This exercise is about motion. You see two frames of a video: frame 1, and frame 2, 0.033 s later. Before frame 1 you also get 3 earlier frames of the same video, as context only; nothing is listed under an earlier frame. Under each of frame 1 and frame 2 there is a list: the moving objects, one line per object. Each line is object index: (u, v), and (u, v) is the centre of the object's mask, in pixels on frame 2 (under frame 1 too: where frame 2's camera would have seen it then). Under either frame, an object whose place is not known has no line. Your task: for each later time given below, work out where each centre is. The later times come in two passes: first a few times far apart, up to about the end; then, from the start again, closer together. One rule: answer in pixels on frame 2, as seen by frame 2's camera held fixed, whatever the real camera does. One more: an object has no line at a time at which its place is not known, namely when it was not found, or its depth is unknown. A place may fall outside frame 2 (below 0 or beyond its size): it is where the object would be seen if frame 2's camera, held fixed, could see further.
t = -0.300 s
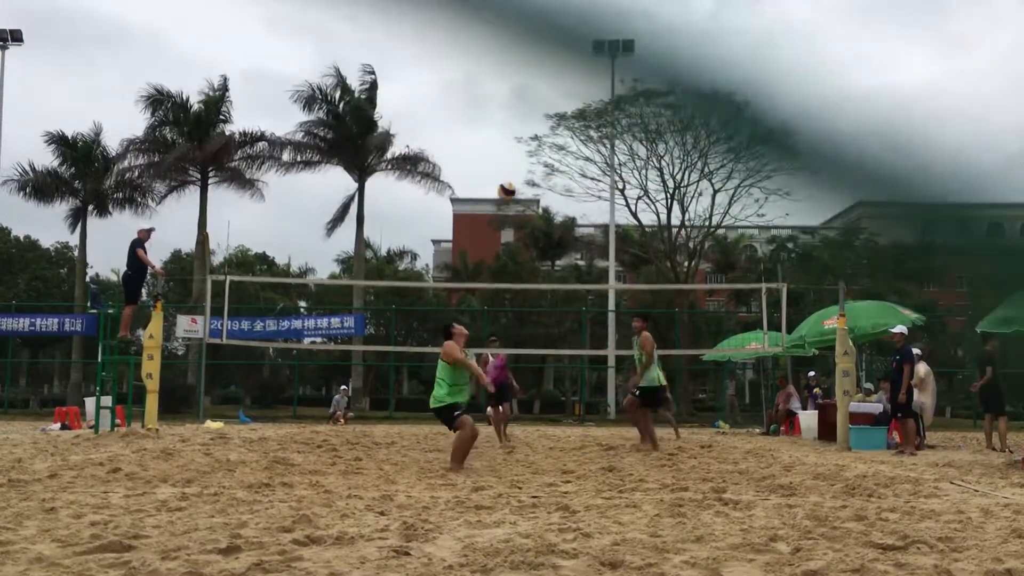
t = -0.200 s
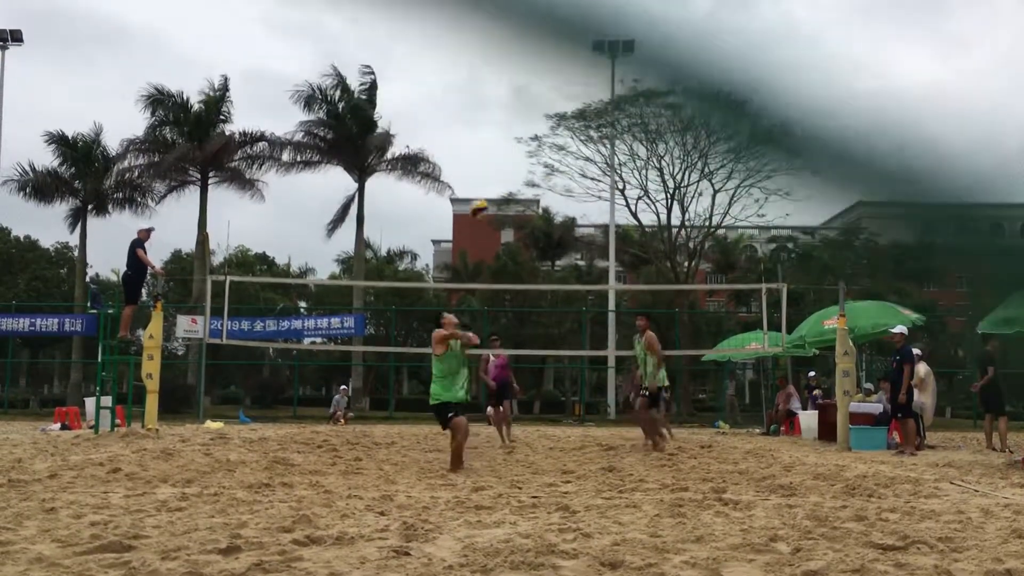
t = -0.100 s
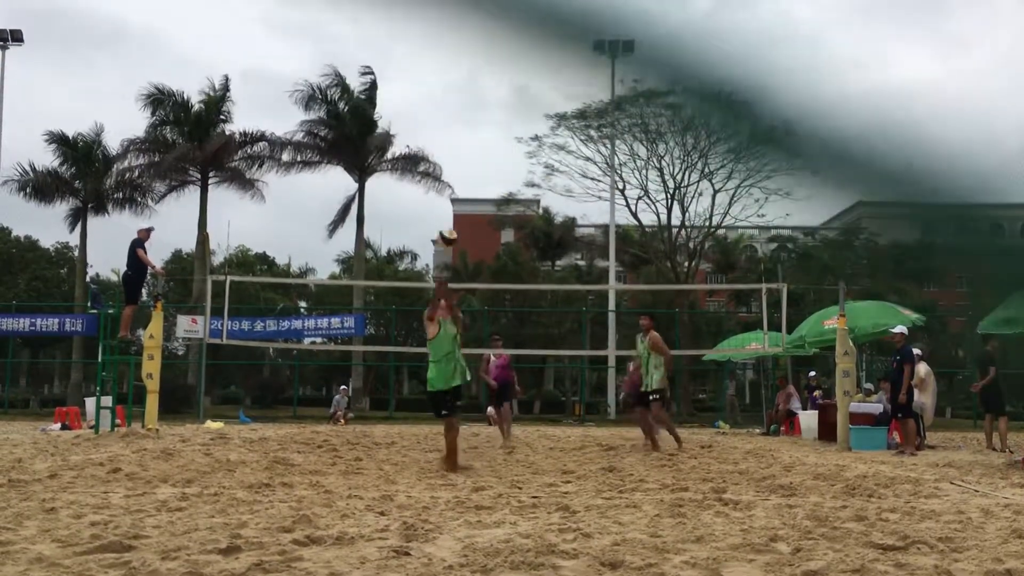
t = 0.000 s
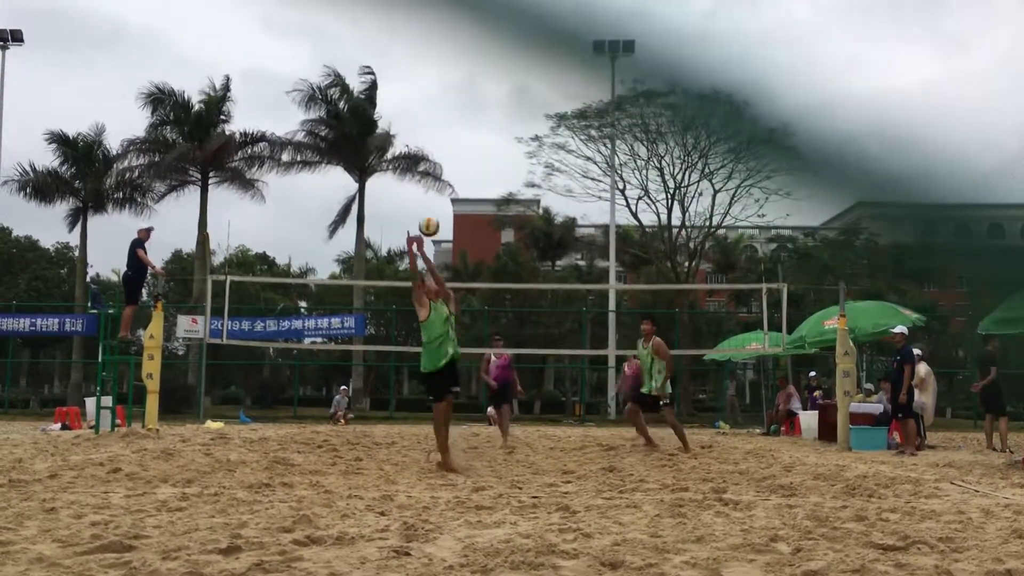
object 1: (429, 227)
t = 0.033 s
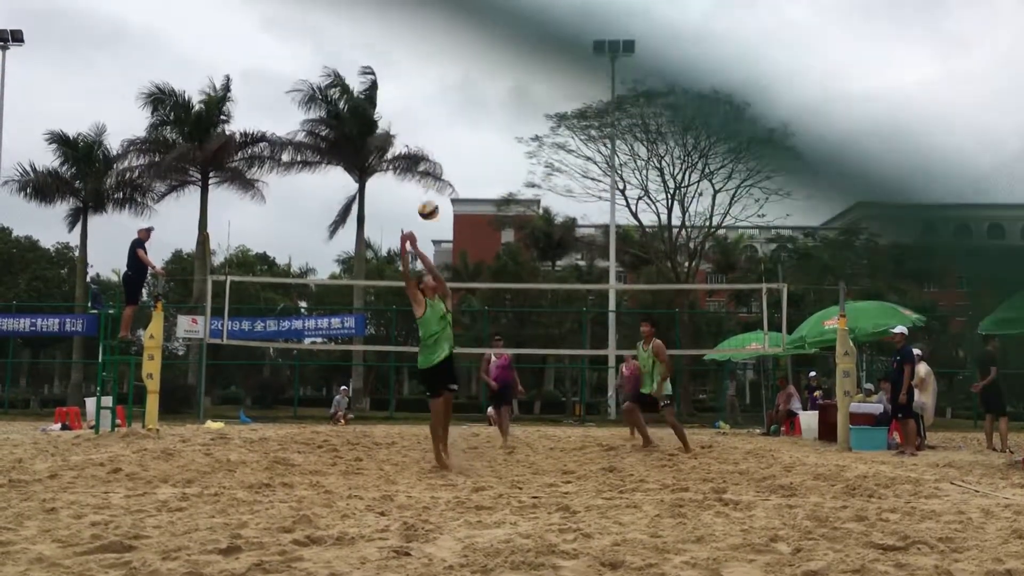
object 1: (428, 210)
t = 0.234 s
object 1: (425, 141)
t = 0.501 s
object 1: (416, 113)
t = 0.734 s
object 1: (407, 135)
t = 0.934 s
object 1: (399, 181)
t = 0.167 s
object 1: (426, 160)
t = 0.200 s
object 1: (425, 149)
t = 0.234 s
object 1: (425, 141)
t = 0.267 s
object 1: (424, 133)
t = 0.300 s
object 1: (423, 127)
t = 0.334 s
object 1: (422, 122)
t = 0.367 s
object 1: (420, 119)
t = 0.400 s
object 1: (419, 116)
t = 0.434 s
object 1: (418, 114)
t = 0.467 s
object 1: (417, 113)
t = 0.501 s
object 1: (416, 113)
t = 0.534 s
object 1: (414, 114)
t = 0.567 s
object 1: (413, 115)
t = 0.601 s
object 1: (412, 118)
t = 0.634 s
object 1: (410, 121)
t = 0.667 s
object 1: (410, 125)
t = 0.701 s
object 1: (408, 130)
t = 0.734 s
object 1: (407, 135)
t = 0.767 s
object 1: (405, 141)
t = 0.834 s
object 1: (404, 155)
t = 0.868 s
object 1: (402, 160)
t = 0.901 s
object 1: (400, 171)
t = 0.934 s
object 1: (399, 181)
